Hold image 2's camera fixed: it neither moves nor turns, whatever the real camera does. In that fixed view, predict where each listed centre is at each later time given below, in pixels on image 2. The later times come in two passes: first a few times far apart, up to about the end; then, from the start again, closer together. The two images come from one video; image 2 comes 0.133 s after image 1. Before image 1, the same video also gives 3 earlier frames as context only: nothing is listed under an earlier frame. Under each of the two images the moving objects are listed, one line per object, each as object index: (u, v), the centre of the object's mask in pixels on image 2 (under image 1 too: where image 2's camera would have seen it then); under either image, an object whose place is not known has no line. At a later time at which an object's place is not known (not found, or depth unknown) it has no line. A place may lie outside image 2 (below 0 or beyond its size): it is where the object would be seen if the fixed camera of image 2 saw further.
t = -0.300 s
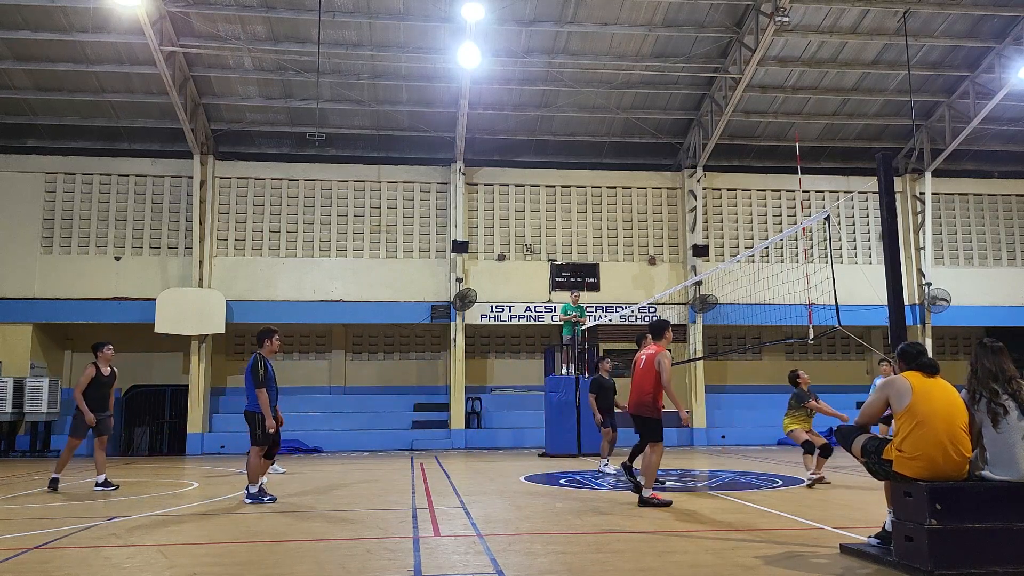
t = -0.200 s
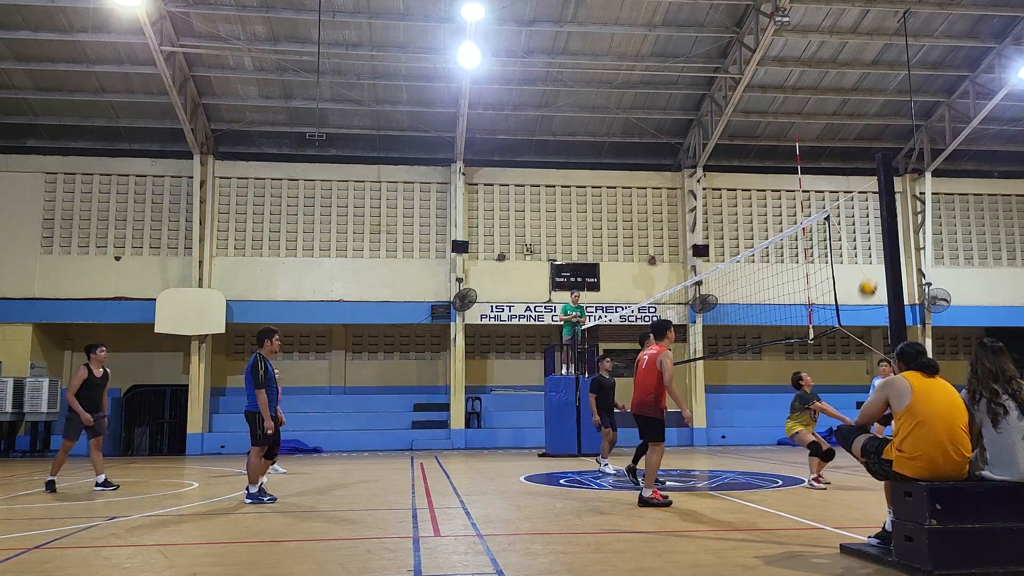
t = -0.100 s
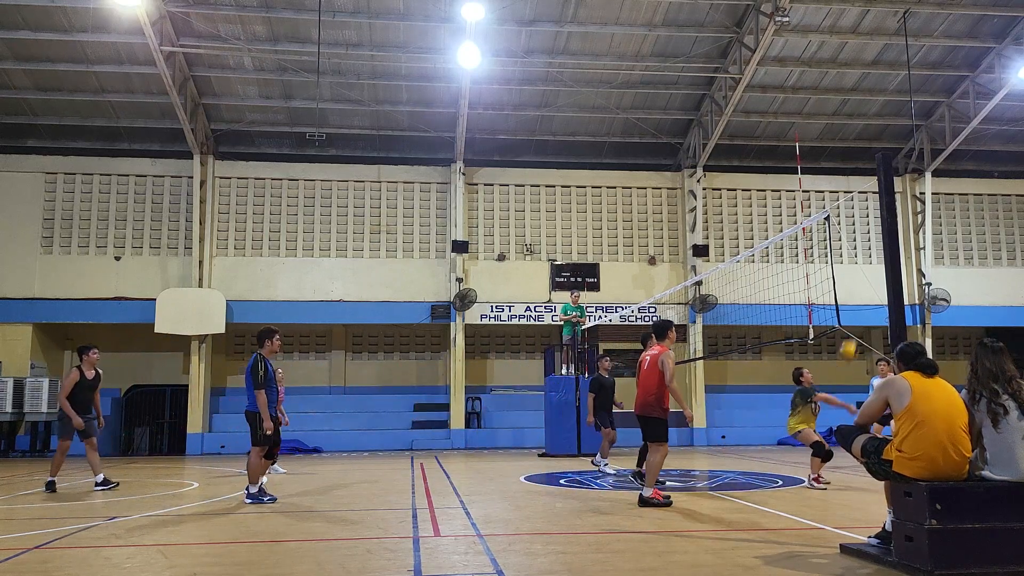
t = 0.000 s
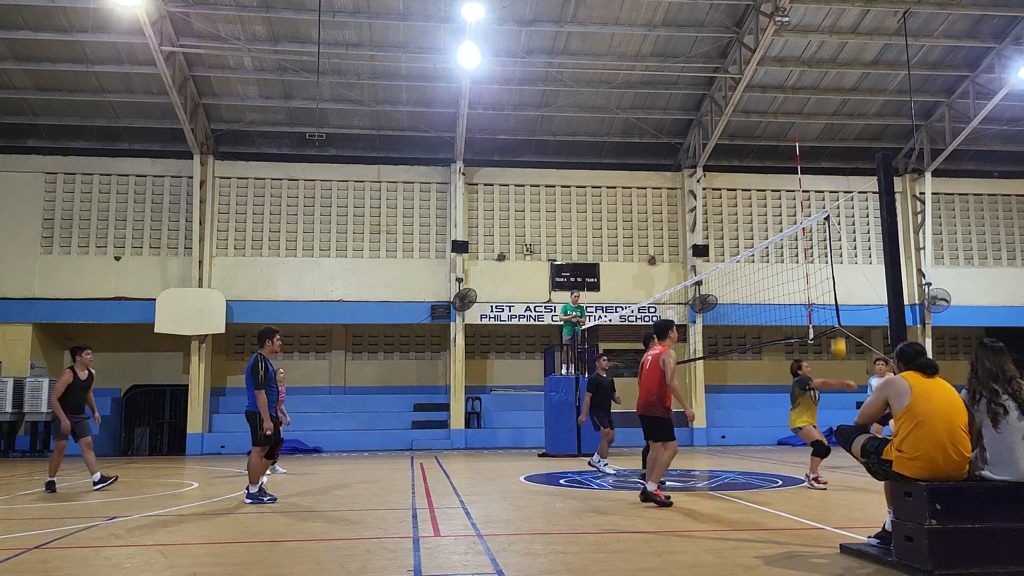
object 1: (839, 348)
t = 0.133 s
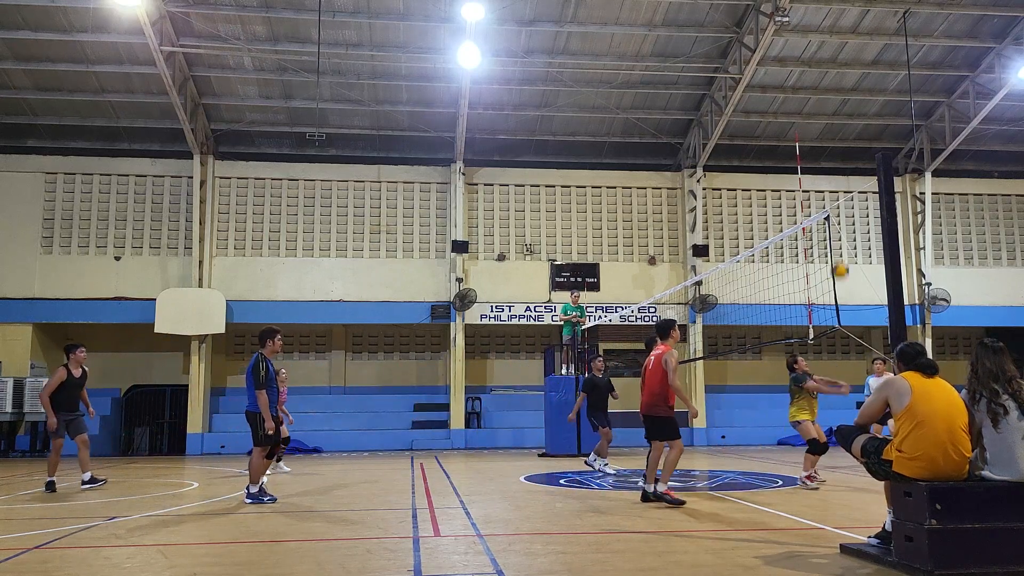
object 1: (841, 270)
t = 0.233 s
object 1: (841, 220)
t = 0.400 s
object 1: (843, 158)
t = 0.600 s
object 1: (846, 114)
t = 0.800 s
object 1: (852, 102)
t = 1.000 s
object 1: (860, 125)
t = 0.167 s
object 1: (840, 252)
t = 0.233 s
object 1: (841, 220)
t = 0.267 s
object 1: (841, 206)
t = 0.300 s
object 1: (841, 192)
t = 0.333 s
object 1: (842, 179)
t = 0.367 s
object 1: (842, 168)
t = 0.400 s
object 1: (843, 158)
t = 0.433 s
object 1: (843, 148)
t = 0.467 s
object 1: (844, 140)
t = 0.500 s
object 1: (844, 132)
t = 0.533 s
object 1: (845, 125)
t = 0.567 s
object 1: (846, 119)
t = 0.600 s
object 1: (846, 114)
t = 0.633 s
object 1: (847, 110)
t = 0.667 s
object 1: (848, 107)
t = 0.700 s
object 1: (849, 104)
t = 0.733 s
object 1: (850, 103)
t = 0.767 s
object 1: (851, 102)
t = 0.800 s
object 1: (852, 102)
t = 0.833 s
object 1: (854, 104)
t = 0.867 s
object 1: (855, 106)
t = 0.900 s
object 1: (856, 110)
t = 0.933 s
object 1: (858, 113)
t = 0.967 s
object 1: (859, 118)
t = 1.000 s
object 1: (860, 125)
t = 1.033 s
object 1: (862, 132)
